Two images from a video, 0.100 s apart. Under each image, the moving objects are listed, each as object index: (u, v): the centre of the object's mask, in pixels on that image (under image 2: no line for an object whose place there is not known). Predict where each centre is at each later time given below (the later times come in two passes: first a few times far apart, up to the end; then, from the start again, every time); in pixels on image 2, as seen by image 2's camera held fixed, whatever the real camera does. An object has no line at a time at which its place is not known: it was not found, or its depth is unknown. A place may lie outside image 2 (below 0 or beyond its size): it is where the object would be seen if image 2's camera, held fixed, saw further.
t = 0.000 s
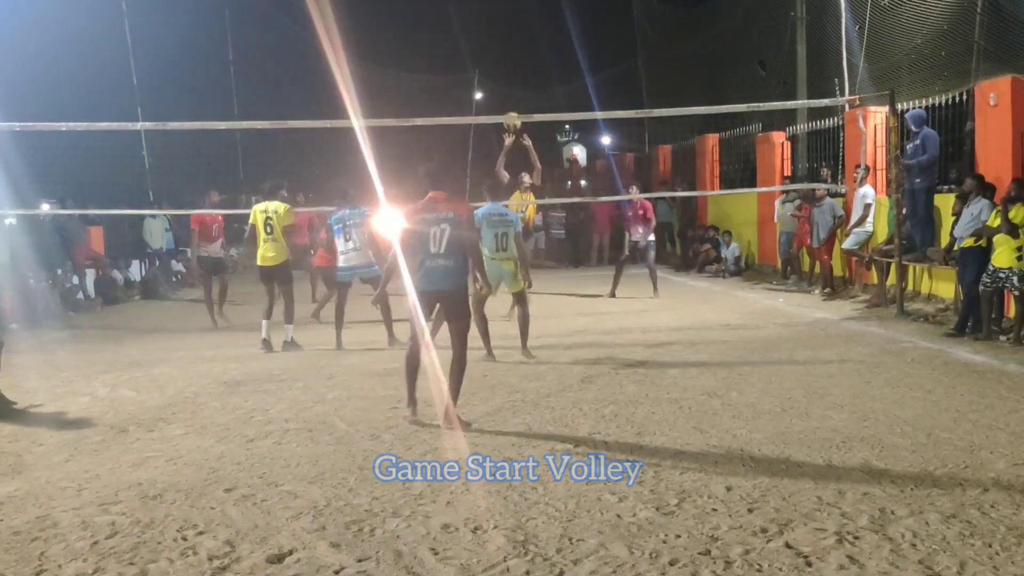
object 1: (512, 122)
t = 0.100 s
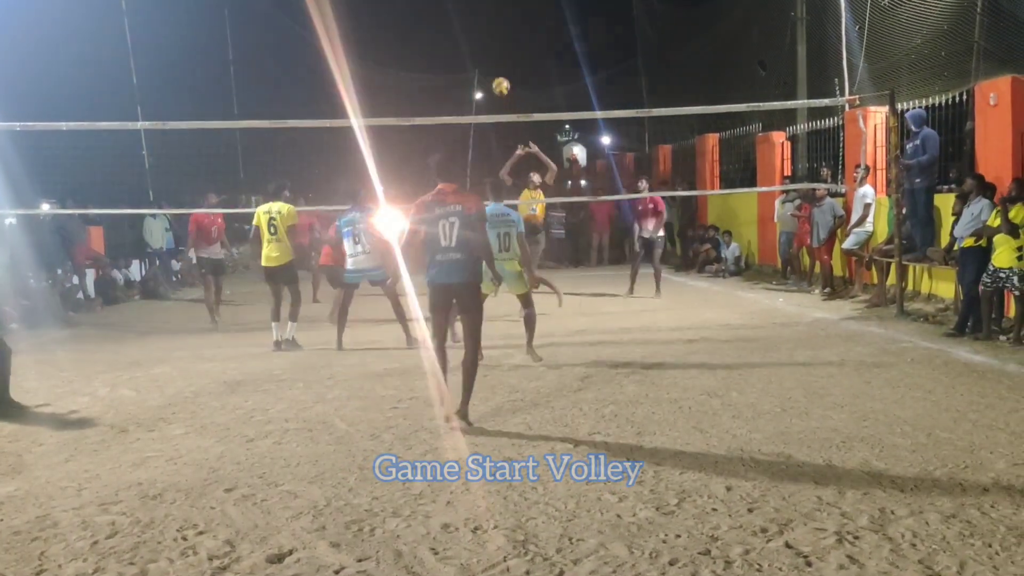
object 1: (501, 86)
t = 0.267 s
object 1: (482, 45)
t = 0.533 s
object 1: (451, 26)
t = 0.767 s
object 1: (427, 59)
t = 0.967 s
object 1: (408, 125)
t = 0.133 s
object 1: (497, 76)
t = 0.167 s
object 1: (493, 67)
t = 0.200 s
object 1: (489, 59)
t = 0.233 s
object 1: (486, 52)
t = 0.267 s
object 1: (482, 45)
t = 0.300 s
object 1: (478, 39)
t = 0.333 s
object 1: (474, 35)
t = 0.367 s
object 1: (471, 31)
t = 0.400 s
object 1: (467, 28)
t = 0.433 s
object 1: (462, 26)
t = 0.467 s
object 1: (458, 25)
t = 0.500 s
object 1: (455, 25)
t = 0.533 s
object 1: (451, 26)
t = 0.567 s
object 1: (448, 28)
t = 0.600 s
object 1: (444, 31)
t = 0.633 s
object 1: (440, 35)
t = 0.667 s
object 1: (437, 40)
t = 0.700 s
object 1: (433, 45)
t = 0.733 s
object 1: (430, 52)
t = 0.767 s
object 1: (427, 59)
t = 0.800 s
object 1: (423, 68)
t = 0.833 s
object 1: (420, 77)
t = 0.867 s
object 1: (417, 88)
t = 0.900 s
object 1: (414, 99)
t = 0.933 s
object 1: (411, 110)
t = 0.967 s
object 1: (408, 125)
